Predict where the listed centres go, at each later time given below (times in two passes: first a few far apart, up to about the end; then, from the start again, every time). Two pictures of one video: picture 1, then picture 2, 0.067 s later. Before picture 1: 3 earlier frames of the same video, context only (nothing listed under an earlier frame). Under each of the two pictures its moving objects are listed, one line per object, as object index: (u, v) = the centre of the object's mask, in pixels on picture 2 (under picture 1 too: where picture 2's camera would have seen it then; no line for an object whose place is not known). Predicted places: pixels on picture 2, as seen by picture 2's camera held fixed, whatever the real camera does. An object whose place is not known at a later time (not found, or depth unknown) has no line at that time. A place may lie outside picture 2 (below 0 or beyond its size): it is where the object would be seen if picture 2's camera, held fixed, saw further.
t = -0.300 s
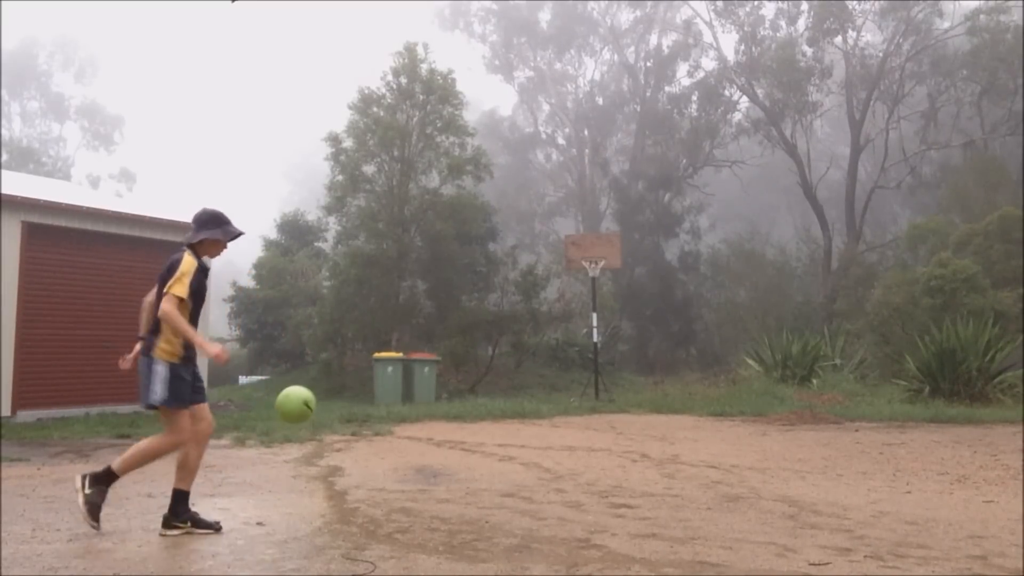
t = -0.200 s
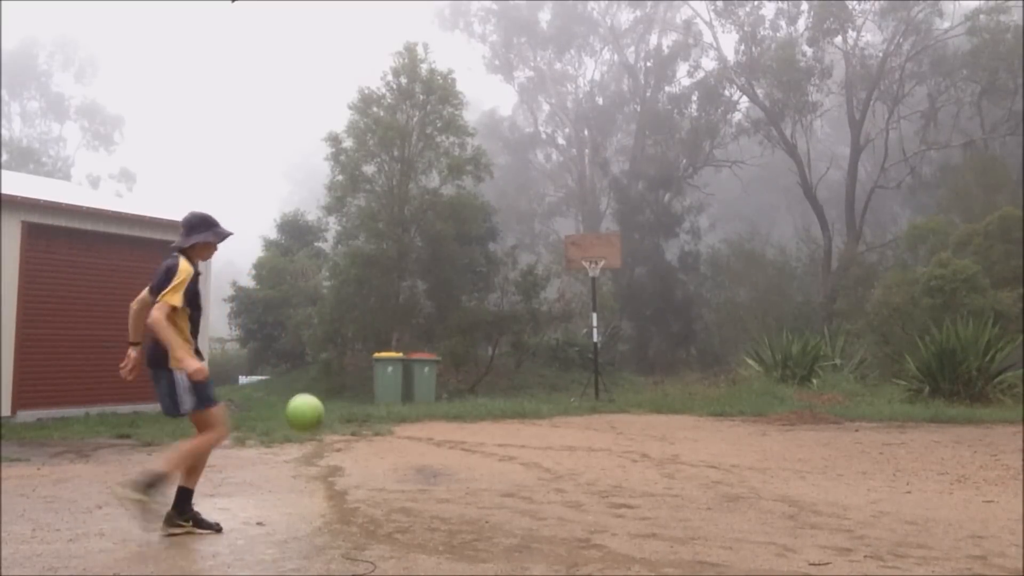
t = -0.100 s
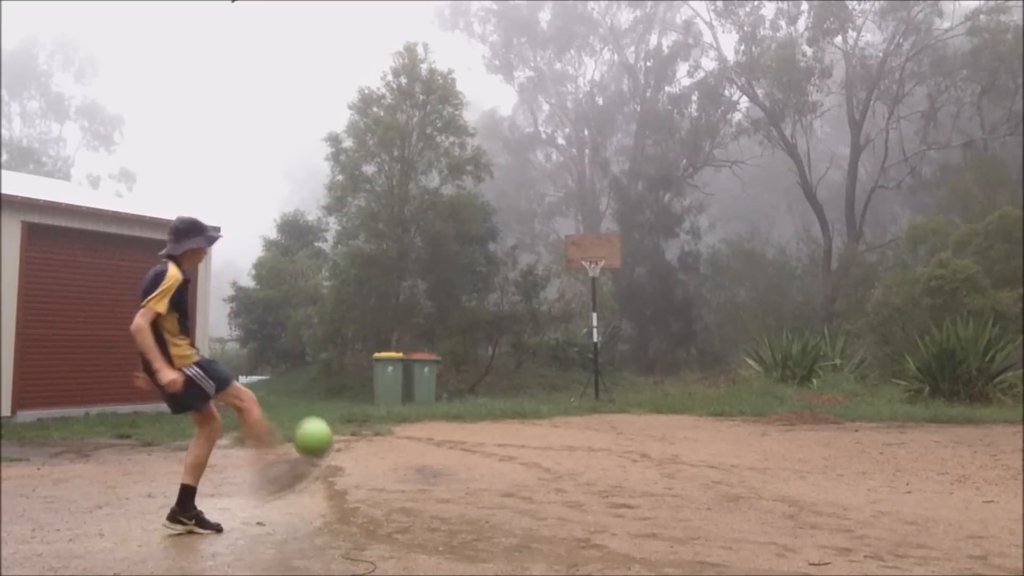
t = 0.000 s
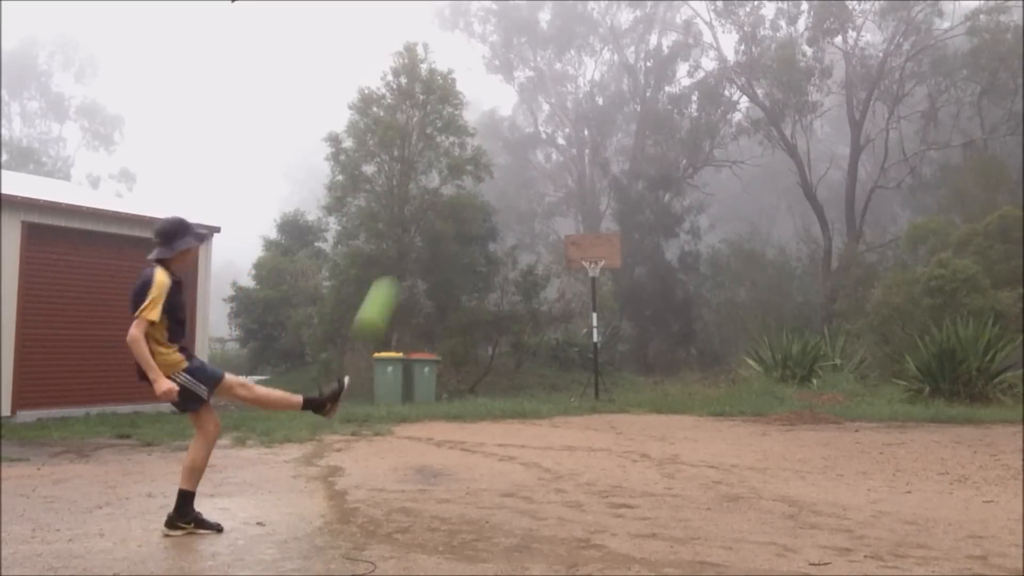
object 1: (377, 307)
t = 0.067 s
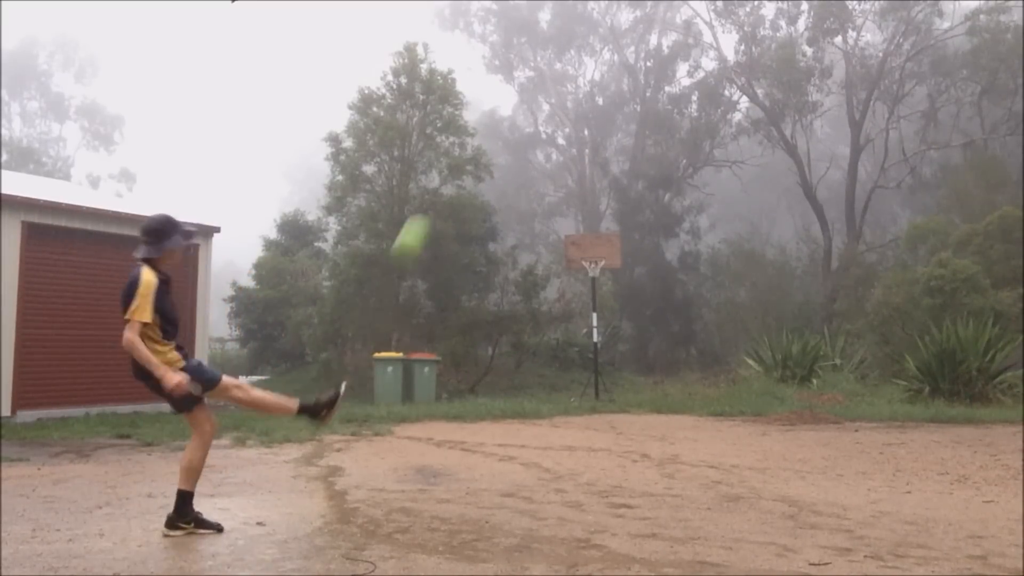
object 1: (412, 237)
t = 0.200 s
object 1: (463, 152)
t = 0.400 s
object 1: (513, 103)
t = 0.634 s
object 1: (547, 102)
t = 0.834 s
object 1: (566, 130)
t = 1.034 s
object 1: (580, 174)
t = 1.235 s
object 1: (590, 230)
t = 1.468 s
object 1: (593, 274)
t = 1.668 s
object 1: (590, 303)
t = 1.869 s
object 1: (586, 354)
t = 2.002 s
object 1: (586, 397)
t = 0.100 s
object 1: (426, 212)
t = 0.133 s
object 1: (439, 188)
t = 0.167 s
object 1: (452, 168)
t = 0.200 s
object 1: (463, 152)
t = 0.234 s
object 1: (473, 139)
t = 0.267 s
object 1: (482, 129)
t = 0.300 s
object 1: (491, 122)
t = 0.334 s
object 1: (497, 115)
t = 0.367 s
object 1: (506, 109)
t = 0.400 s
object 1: (513, 103)
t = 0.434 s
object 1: (519, 100)
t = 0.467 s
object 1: (524, 98)
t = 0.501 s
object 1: (529, 97)
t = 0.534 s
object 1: (533, 97)
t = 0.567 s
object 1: (539, 98)
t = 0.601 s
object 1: (543, 100)
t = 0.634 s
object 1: (547, 102)
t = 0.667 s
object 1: (551, 106)
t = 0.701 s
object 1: (555, 110)
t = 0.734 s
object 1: (557, 114)
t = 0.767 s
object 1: (561, 119)
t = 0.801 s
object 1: (563, 124)
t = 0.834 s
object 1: (566, 130)
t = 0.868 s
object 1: (569, 137)
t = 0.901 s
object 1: (571, 143)
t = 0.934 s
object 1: (574, 150)
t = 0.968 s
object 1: (576, 157)
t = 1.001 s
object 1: (578, 166)
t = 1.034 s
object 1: (580, 174)
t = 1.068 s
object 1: (582, 182)
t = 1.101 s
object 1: (584, 192)
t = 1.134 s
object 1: (586, 201)
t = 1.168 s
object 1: (587, 211)
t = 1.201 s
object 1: (589, 220)
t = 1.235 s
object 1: (590, 230)
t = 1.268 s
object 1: (591, 240)
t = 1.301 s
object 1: (593, 250)
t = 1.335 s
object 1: (594, 262)
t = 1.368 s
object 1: (595, 267)
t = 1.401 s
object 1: (594, 269)
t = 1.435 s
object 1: (593, 271)
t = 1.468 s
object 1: (593, 274)
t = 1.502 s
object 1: (593, 278)
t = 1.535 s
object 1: (592, 282)
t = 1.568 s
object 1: (592, 286)
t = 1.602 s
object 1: (591, 291)
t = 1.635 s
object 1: (591, 297)
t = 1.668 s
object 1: (590, 303)
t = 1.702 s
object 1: (589, 310)
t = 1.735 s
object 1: (588, 317)
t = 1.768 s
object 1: (588, 326)
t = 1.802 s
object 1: (587, 334)
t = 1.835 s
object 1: (587, 345)
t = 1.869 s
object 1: (586, 354)
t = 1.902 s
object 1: (586, 364)
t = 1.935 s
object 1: (585, 376)
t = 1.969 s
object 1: (584, 387)
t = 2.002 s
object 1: (586, 397)
